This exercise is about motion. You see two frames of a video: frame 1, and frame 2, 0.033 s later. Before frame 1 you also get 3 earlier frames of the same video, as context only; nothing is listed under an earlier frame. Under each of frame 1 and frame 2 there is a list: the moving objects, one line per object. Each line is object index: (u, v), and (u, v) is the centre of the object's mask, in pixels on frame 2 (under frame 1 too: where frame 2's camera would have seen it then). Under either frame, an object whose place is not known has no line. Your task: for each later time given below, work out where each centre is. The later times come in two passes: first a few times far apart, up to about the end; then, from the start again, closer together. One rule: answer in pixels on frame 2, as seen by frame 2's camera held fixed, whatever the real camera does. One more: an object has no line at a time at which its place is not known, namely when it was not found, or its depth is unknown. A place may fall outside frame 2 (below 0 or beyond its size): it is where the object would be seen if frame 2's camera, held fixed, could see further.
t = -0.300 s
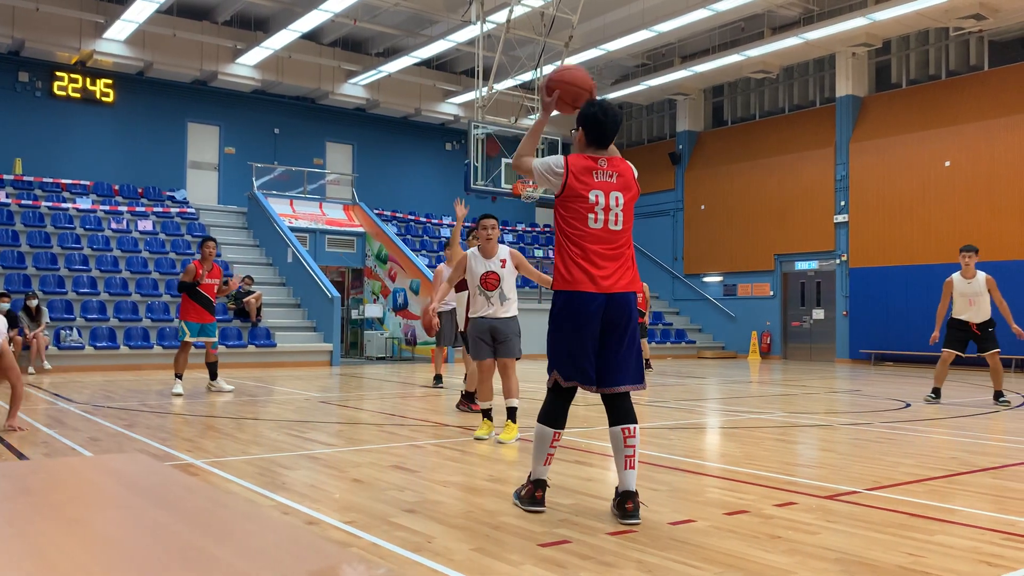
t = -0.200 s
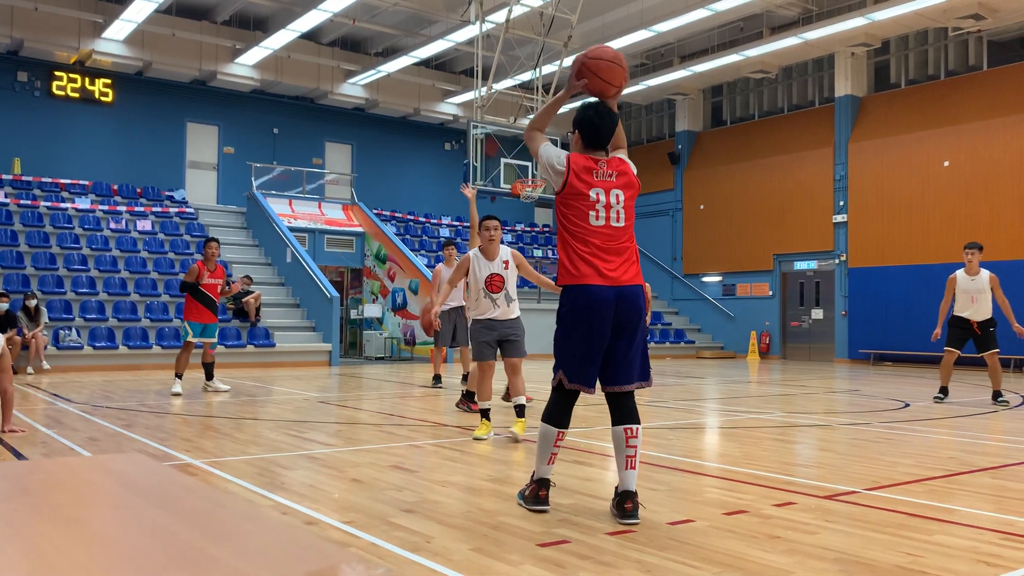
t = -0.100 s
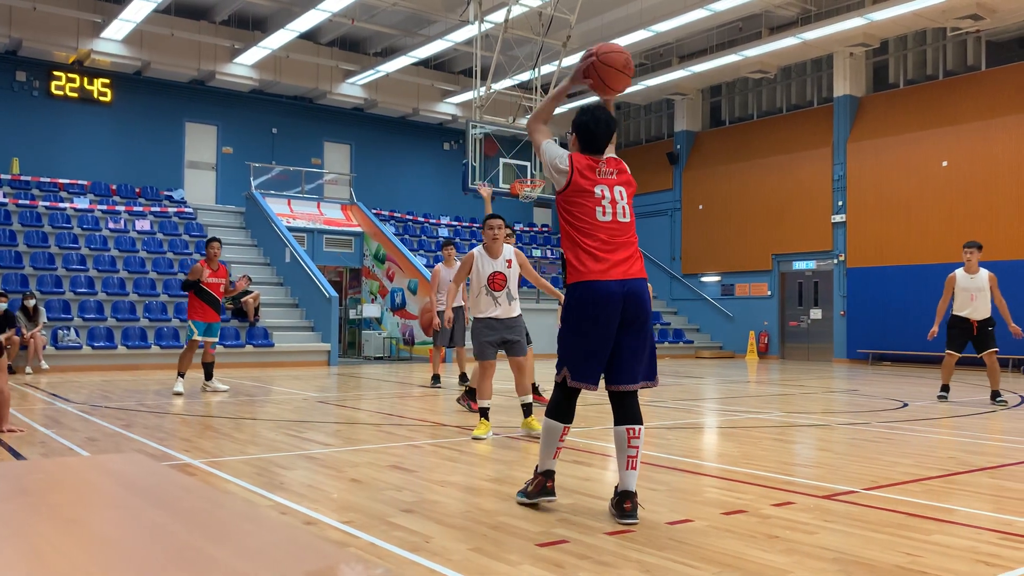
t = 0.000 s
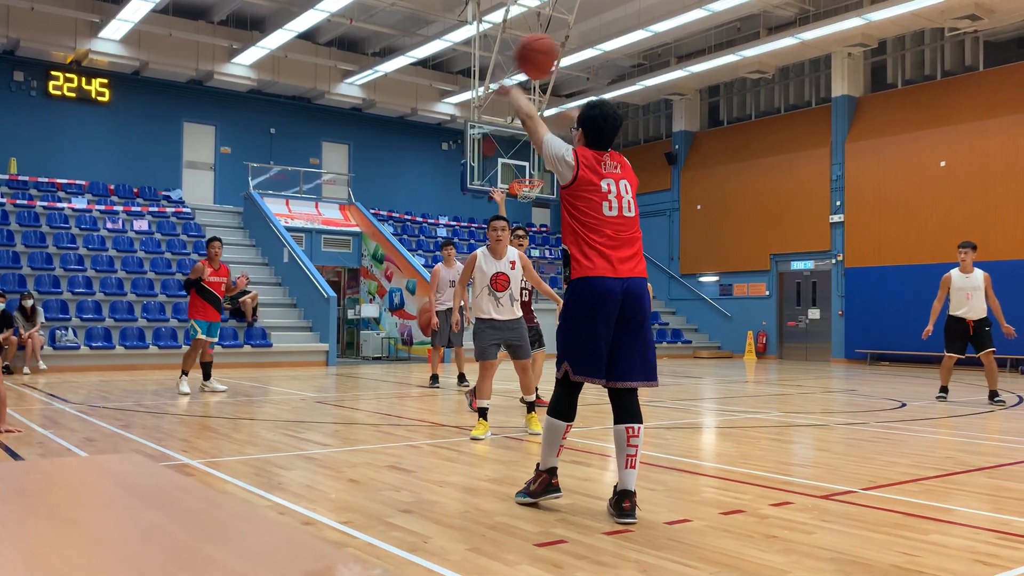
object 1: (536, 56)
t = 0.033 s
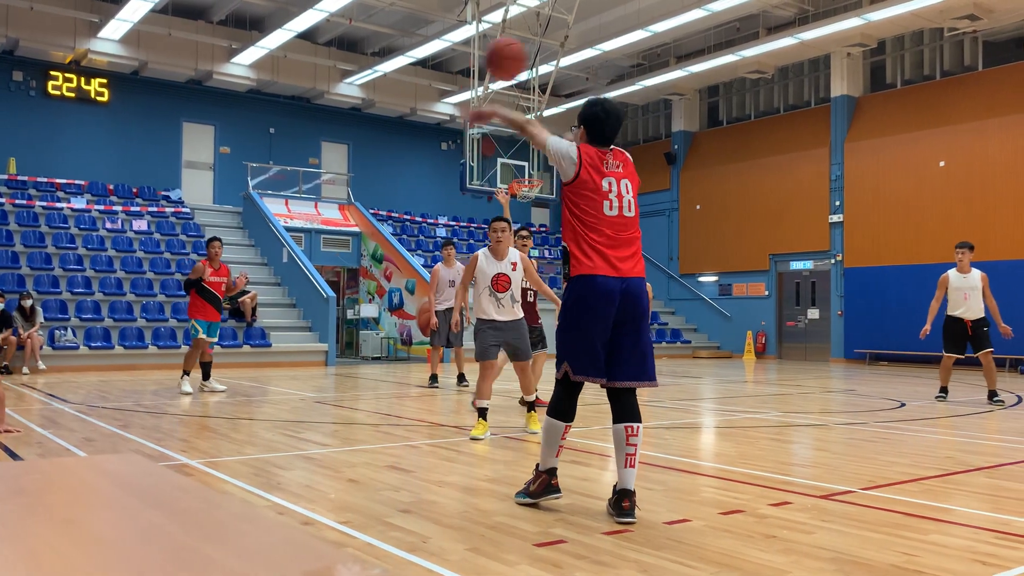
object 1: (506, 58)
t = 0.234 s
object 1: (370, 103)
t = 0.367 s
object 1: (309, 149)
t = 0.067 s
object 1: (478, 64)
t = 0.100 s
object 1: (453, 69)
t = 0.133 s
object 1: (430, 76)
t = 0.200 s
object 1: (388, 93)
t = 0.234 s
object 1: (370, 103)
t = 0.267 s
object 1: (353, 114)
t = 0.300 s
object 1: (338, 124)
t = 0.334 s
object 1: (323, 136)
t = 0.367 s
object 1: (309, 149)
